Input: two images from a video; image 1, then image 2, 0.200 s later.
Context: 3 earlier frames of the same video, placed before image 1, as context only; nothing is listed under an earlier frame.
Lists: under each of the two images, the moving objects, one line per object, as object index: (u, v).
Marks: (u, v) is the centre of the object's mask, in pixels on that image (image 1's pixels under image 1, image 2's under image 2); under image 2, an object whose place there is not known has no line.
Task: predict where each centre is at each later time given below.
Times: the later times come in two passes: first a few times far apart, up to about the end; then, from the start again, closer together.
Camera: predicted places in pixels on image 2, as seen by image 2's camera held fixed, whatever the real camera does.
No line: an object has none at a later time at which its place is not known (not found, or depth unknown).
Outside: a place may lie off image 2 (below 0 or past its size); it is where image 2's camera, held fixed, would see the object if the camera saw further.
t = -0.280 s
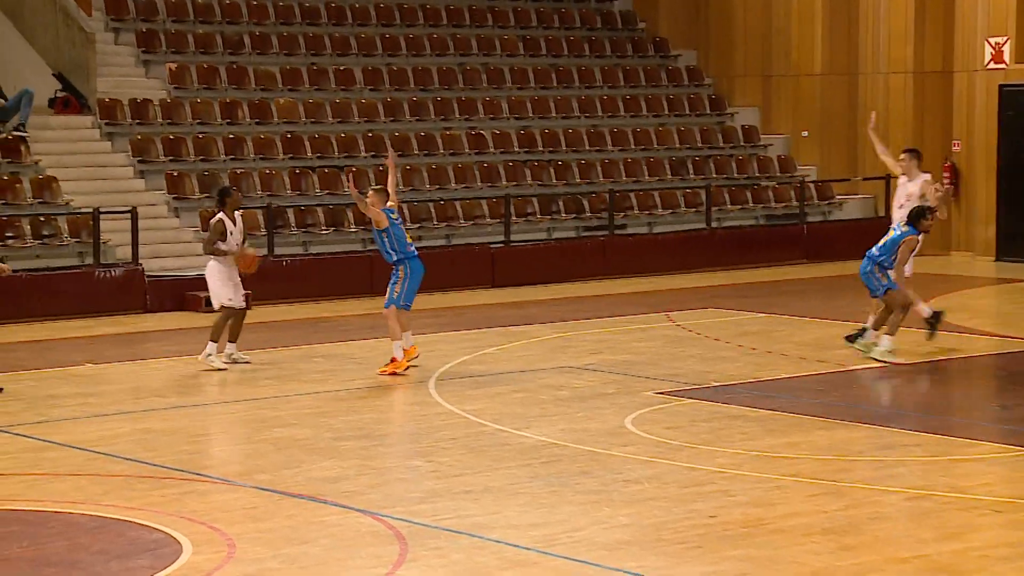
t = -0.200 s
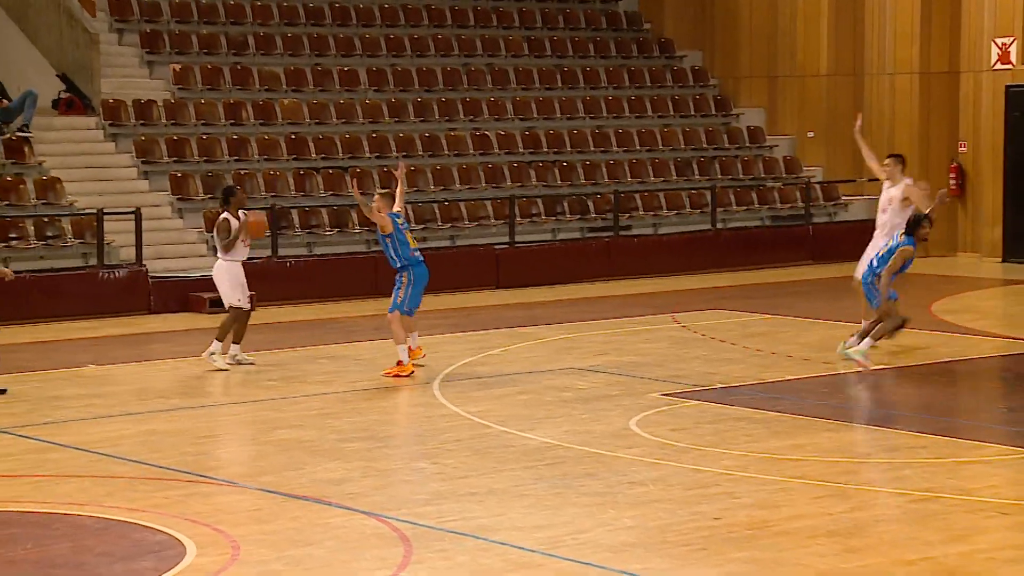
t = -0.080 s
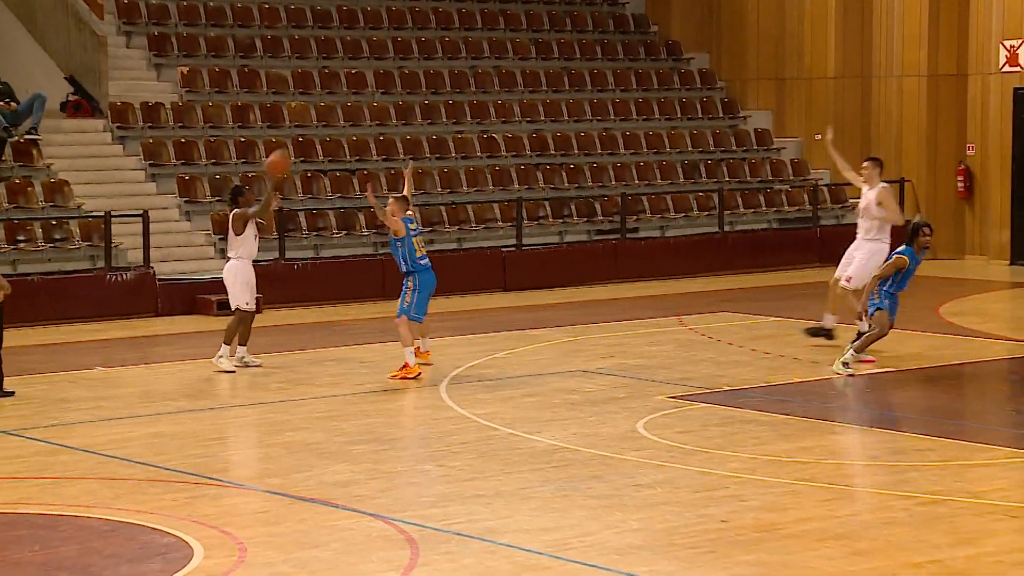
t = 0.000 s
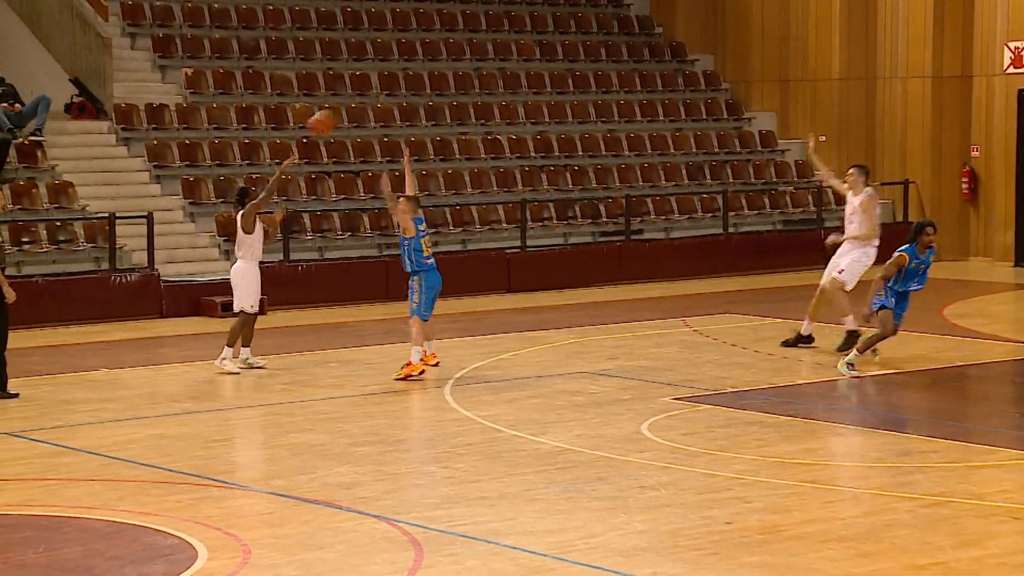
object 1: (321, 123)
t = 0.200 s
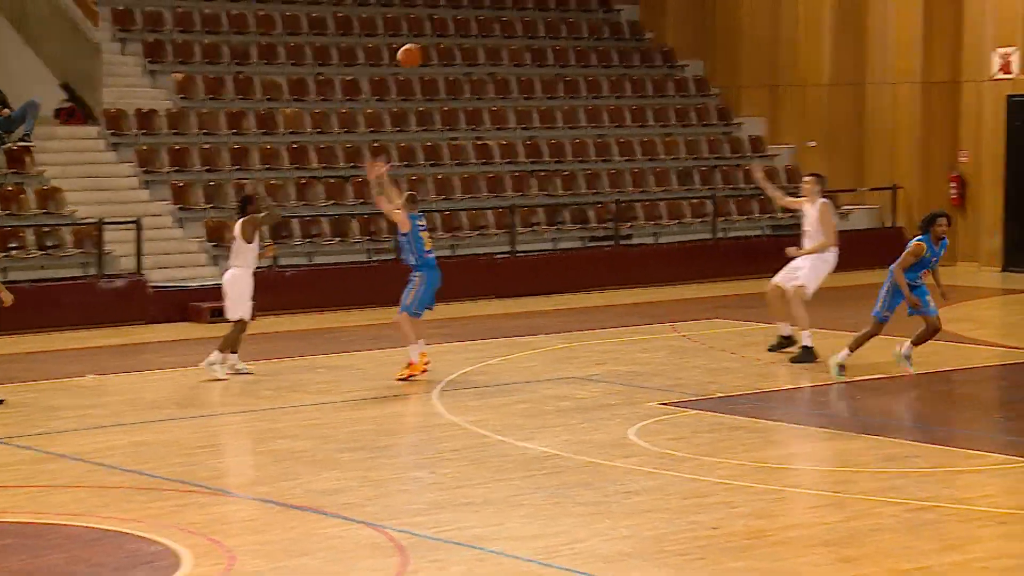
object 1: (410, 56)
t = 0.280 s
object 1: (445, 41)
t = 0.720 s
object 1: (632, 51)
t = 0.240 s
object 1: (426, 48)
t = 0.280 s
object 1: (445, 41)
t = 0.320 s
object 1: (463, 34)
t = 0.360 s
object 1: (480, 30)
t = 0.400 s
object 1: (497, 27)
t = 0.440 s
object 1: (514, 24)
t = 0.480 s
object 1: (531, 24)
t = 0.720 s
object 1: (632, 51)
